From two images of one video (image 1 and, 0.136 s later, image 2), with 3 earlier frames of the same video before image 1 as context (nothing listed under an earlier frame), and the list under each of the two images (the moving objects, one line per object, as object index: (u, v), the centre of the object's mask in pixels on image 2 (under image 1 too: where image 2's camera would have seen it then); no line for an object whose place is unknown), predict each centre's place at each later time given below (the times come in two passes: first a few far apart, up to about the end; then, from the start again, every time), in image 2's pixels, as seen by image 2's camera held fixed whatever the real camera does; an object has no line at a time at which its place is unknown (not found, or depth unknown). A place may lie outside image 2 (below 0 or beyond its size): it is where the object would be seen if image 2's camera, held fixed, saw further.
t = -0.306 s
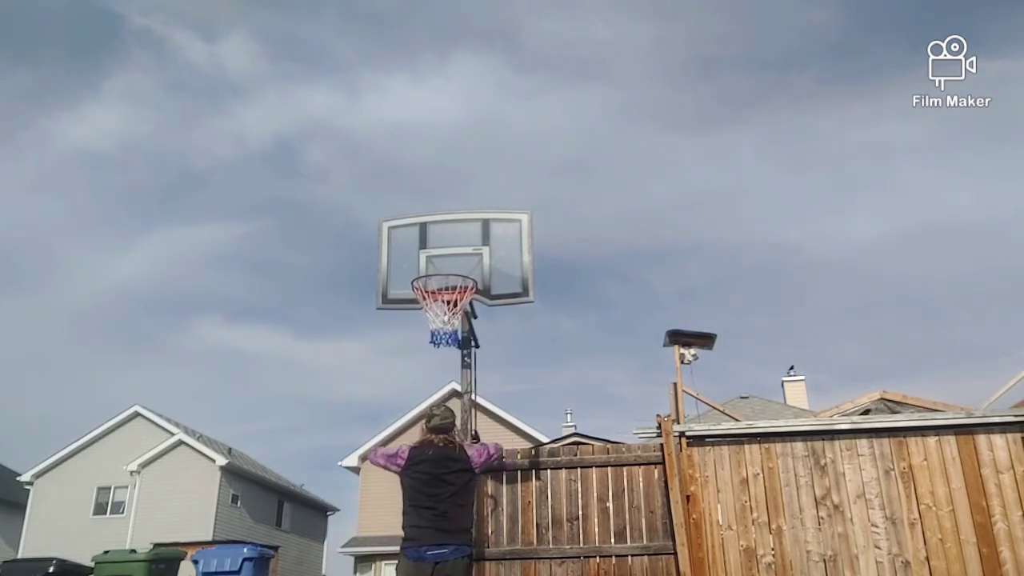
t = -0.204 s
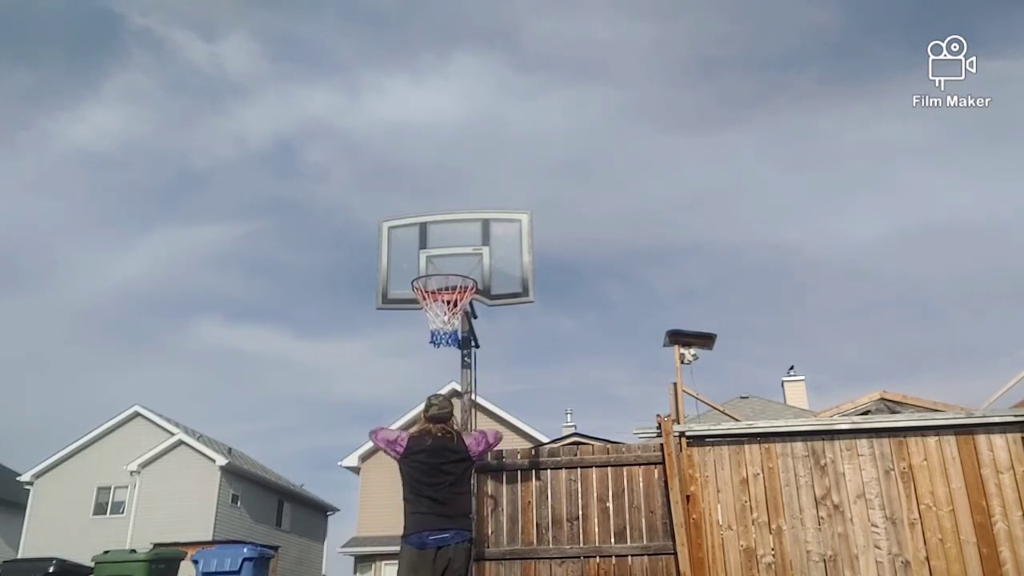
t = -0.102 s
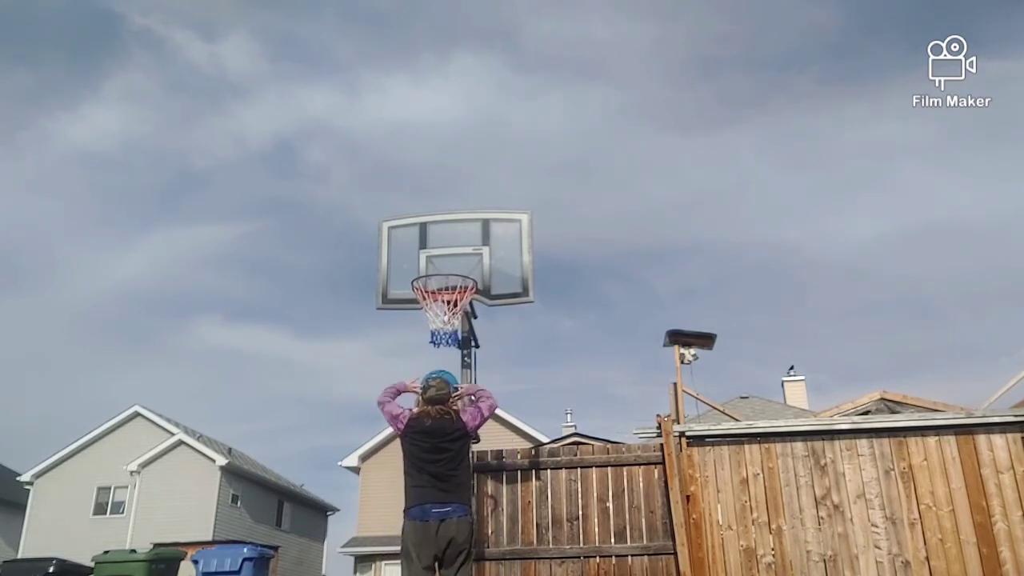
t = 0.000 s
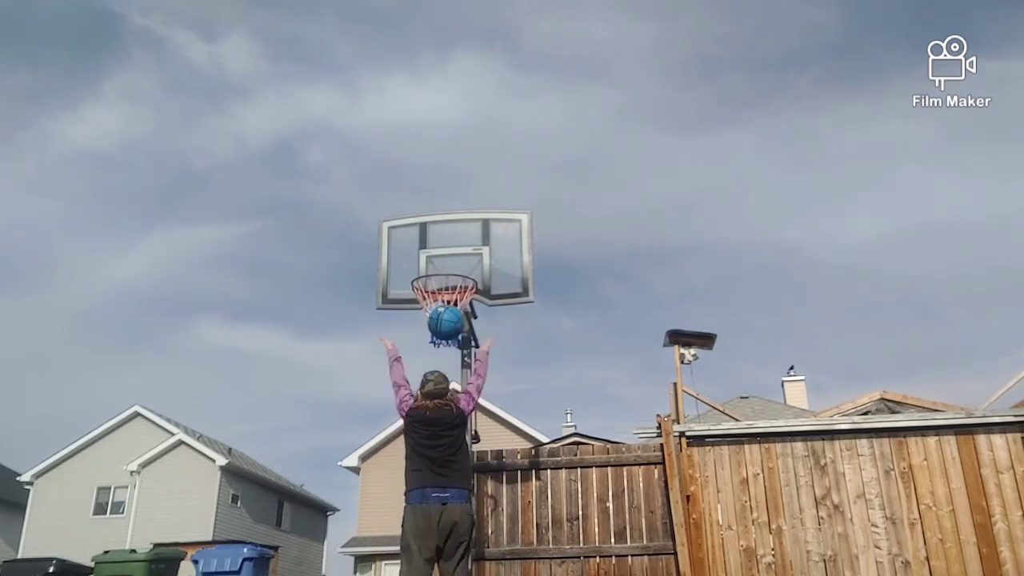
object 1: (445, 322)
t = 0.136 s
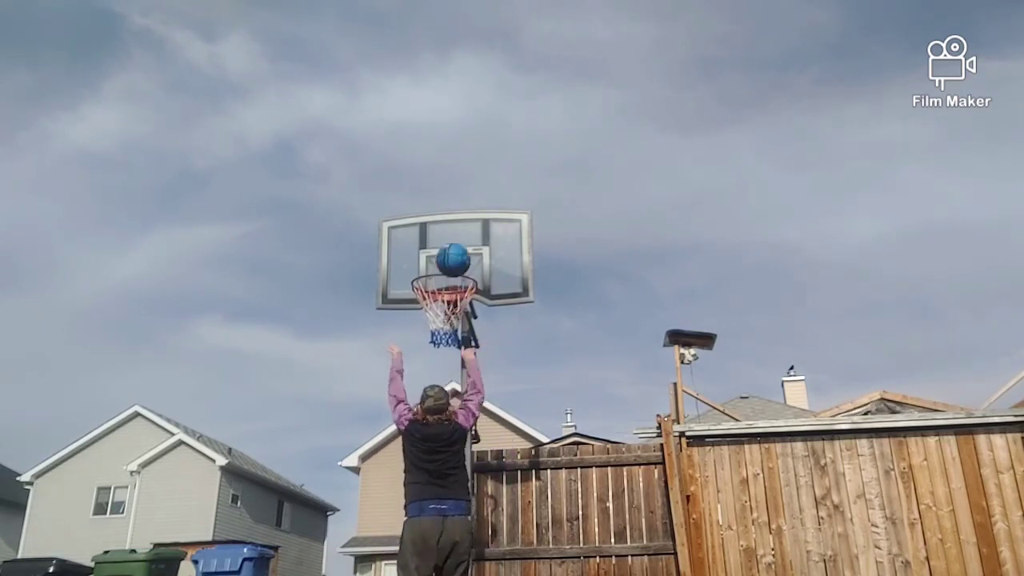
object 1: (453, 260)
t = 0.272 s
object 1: (461, 219)
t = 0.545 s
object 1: (471, 224)
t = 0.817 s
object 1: (482, 267)
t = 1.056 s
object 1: (498, 290)
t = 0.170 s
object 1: (456, 239)
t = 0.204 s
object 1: (458, 231)
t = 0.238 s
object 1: (459, 224)
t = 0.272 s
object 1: (461, 219)
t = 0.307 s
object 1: (462, 215)
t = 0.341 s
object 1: (463, 212)
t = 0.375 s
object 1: (465, 211)
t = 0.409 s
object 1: (466, 211)
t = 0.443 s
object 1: (467, 212)
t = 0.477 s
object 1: (469, 215)
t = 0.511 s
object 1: (470, 219)
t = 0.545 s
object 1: (471, 224)
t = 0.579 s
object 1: (473, 231)
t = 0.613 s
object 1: (474, 238)
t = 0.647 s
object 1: (475, 247)
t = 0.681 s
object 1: (476, 258)
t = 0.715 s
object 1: (477, 269)
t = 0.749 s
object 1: (479, 268)
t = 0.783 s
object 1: (480, 267)
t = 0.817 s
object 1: (482, 267)
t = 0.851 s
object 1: (483, 268)
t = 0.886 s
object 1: (484, 271)
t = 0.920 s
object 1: (486, 274)
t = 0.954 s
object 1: (489, 276)
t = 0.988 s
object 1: (492, 280)
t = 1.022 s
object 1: (495, 285)
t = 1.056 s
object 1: (498, 290)
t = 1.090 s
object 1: (501, 298)
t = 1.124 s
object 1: (505, 307)
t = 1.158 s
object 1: (508, 317)
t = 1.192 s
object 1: (511, 328)
